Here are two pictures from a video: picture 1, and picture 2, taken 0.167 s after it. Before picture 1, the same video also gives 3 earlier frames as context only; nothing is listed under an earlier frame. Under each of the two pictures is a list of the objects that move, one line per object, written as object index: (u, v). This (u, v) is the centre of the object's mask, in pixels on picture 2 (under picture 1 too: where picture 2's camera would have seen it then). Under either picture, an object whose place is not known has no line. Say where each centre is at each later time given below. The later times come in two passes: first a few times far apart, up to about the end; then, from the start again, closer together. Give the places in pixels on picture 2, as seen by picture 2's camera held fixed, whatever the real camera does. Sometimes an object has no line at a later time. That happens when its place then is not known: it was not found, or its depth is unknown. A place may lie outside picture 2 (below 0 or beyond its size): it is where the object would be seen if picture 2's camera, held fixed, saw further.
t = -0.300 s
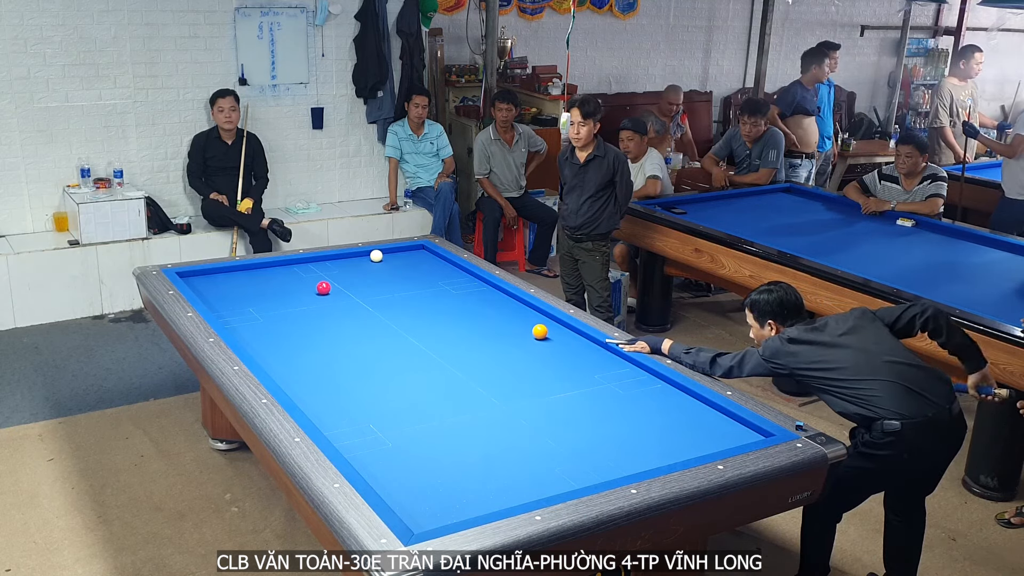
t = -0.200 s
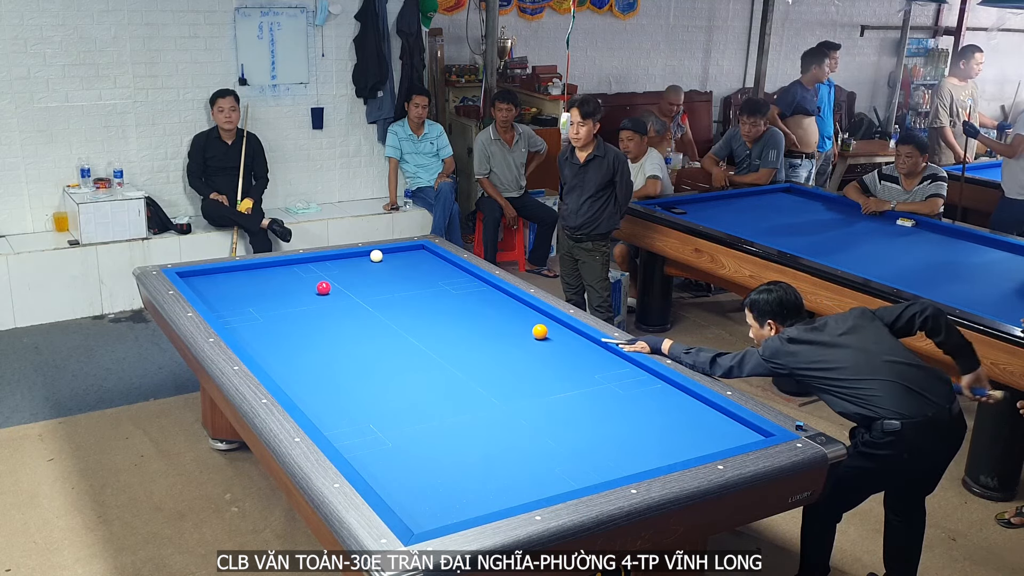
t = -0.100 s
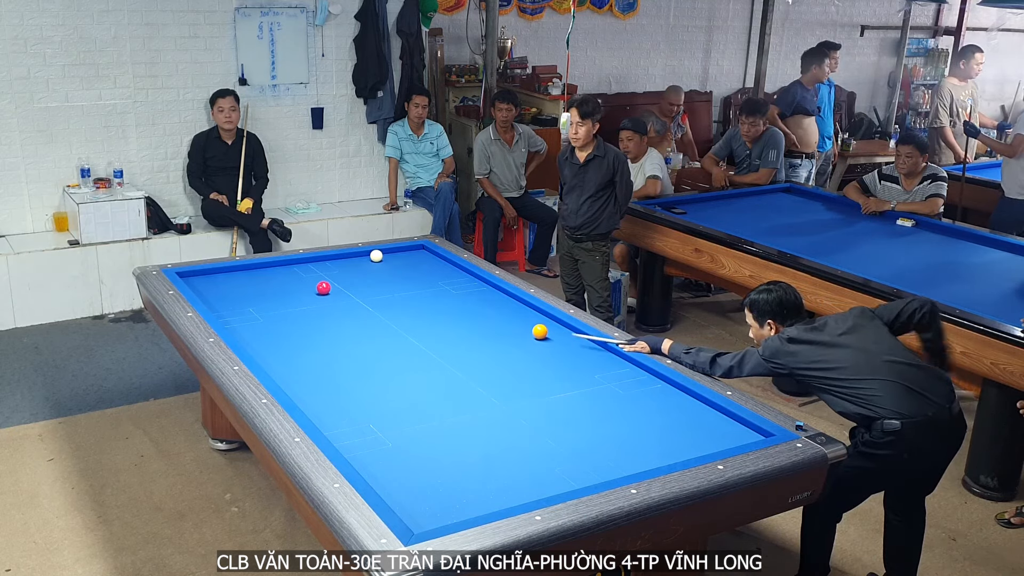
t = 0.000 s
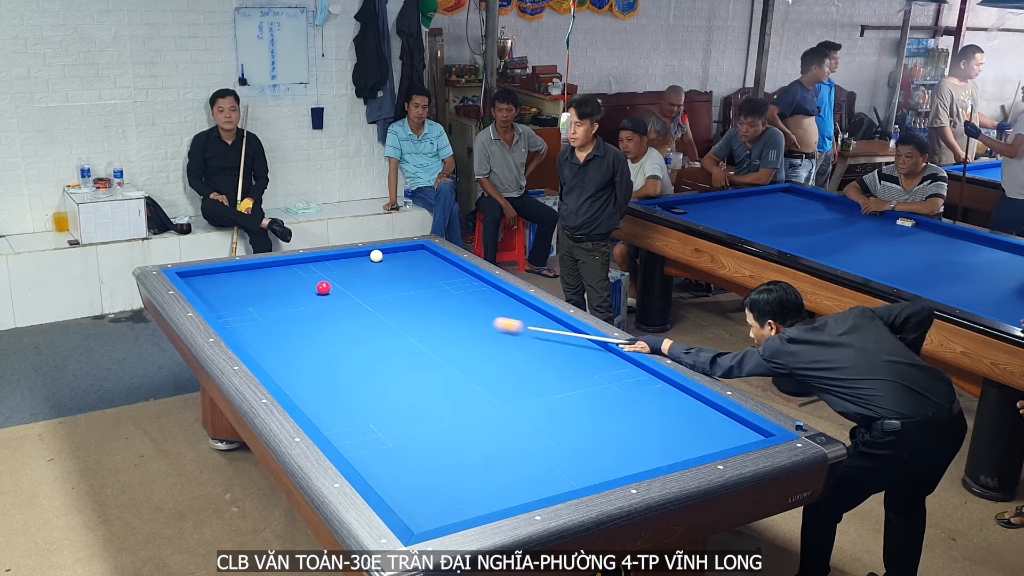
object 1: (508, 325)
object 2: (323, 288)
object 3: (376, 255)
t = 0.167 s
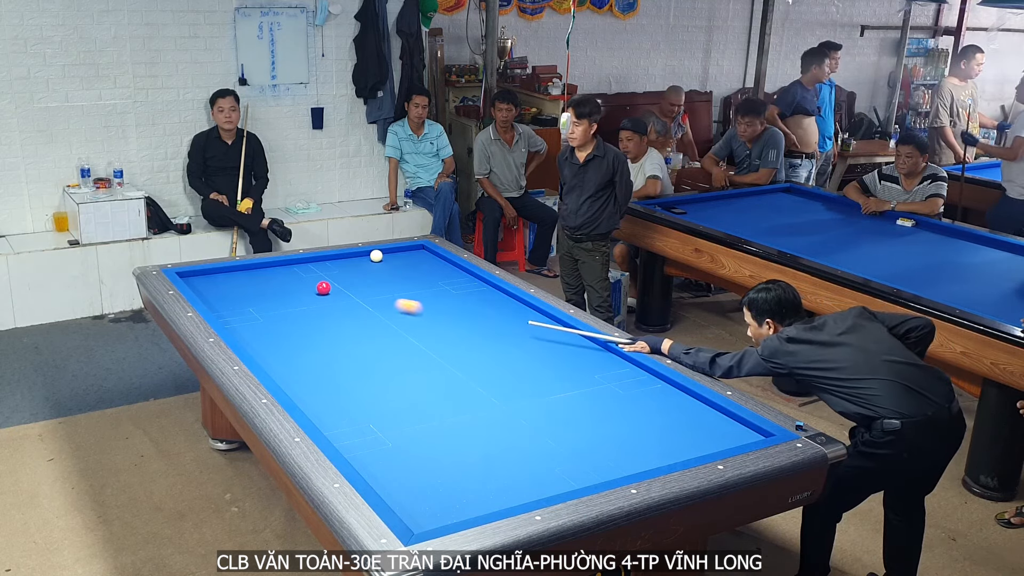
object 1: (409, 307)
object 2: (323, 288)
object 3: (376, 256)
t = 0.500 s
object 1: (269, 298)
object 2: (289, 266)
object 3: (376, 255)
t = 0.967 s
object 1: (270, 286)
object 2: (317, 296)
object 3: (376, 255)
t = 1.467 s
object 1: (332, 266)
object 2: (357, 338)
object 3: (376, 256)
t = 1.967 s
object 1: (372, 254)
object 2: (407, 389)
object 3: (390, 255)
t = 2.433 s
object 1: (403, 257)
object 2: (464, 448)
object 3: (418, 255)
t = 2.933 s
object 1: (433, 260)
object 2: (491, 482)
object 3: (428, 254)
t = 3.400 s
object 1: (446, 264)
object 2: (442, 446)
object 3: (421, 259)
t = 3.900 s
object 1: (443, 270)
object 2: (400, 414)
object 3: (412, 261)
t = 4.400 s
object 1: (440, 276)
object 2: (366, 386)
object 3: (406, 264)
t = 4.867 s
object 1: (438, 280)
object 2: (338, 364)
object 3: (400, 265)
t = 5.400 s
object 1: (435, 284)
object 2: (311, 342)
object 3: (396, 267)
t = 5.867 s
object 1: (433, 287)
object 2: (290, 326)
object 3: (393, 267)
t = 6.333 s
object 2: (271, 311)
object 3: (393, 268)
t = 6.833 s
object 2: (253, 297)
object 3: (393, 268)
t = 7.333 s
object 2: (238, 285)
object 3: (393, 268)
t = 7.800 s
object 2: (224, 275)
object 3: (393, 268)
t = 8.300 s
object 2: (221, 273)
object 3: (393, 268)
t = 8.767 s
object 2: (225, 278)
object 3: (393, 268)
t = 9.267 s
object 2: (228, 283)
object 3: (393, 268)
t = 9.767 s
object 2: (231, 287)
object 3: (393, 268)
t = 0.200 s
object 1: (390, 303)
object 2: (323, 288)
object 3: (376, 256)
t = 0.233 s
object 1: (372, 300)
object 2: (323, 288)
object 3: (376, 256)
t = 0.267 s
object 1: (354, 296)
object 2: (323, 288)
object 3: (376, 255)
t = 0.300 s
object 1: (339, 293)
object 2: (323, 288)
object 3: (376, 256)
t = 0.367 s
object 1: (313, 293)
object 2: (313, 280)
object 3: (376, 255)
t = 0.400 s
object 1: (302, 295)
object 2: (306, 277)
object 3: (376, 255)
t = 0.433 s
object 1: (291, 296)
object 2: (300, 273)
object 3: (376, 255)
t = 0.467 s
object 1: (280, 297)
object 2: (294, 269)
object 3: (376, 255)
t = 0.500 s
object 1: (269, 298)
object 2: (289, 266)
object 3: (376, 255)
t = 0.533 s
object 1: (258, 298)
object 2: (284, 263)
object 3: (376, 255)
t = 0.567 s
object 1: (246, 299)
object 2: (285, 264)
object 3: (376, 255)
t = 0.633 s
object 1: (222, 300)
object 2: (291, 270)
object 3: (376, 255)
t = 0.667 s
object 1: (211, 300)
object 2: (294, 273)
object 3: (376, 255)
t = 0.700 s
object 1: (212, 299)
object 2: (297, 276)
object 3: (376, 256)
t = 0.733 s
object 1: (221, 297)
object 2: (299, 278)
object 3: (376, 256)
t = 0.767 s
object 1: (229, 296)
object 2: (302, 281)
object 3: (376, 256)
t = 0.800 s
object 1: (237, 294)
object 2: (305, 284)
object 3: (376, 255)
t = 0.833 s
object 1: (245, 292)
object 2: (307, 286)
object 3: (376, 256)
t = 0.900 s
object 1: (258, 289)
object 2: (312, 291)
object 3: (376, 255)
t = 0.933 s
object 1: (264, 287)
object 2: (314, 294)
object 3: (376, 256)
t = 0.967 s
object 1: (270, 286)
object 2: (317, 296)
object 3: (376, 255)
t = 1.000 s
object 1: (275, 284)
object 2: (319, 299)
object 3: (376, 256)
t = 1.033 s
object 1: (280, 283)
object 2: (322, 301)
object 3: (376, 255)
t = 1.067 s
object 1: (285, 282)
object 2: (324, 304)
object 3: (376, 256)
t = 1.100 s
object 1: (289, 280)
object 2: (327, 306)
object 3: (376, 256)
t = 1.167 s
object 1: (297, 278)
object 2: (332, 312)
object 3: (376, 256)
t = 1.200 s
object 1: (301, 276)
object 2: (335, 315)
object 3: (376, 256)
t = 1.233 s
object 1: (305, 275)
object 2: (337, 317)
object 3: (376, 256)
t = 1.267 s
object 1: (309, 274)
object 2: (340, 320)
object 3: (376, 256)
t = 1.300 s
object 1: (313, 272)
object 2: (343, 323)
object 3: (376, 256)
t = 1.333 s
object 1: (317, 271)
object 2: (346, 326)
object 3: (376, 256)
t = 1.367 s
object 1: (321, 270)
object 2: (349, 329)
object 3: (376, 256)
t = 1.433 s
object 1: (328, 267)
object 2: (354, 335)
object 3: (376, 256)
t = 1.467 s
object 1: (332, 266)
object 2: (357, 338)
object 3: (376, 256)
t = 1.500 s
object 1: (335, 265)
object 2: (360, 341)
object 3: (376, 256)
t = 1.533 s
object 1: (339, 264)
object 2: (363, 344)
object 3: (376, 256)
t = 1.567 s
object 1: (343, 263)
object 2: (366, 347)
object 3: (376, 256)
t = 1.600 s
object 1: (346, 262)
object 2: (370, 350)
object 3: (376, 256)
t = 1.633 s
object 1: (350, 260)
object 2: (373, 354)
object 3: (376, 256)
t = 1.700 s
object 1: (356, 258)
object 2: (379, 360)
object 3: (376, 256)
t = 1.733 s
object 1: (360, 257)
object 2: (383, 363)
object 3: (376, 255)
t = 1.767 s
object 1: (363, 256)
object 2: (386, 367)
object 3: (376, 256)
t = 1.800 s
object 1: (364, 255)
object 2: (389, 370)
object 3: (379, 256)
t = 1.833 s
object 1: (364, 254)
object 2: (393, 374)
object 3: (381, 255)
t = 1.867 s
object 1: (365, 253)
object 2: (396, 378)
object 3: (384, 255)
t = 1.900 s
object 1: (367, 253)
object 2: (399, 381)
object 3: (386, 255)
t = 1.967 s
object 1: (372, 254)
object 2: (407, 389)
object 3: (390, 255)
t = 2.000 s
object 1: (374, 254)
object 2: (410, 393)
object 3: (392, 255)
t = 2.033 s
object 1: (377, 255)
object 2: (414, 397)
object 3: (394, 255)
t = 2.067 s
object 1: (379, 255)
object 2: (418, 401)
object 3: (396, 255)
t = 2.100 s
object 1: (381, 255)
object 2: (422, 404)
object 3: (399, 255)
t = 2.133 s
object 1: (383, 255)
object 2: (426, 408)
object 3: (401, 255)
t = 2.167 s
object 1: (385, 255)
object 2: (430, 412)
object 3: (403, 255)
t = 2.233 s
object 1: (389, 256)
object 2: (438, 421)
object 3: (407, 255)
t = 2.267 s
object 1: (392, 256)
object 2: (442, 426)
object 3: (409, 255)
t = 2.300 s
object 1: (394, 256)
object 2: (446, 430)
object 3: (411, 255)
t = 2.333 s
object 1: (396, 256)
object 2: (451, 435)
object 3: (413, 255)
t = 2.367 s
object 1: (398, 257)
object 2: (455, 439)
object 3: (415, 255)
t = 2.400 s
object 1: (400, 257)
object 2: (459, 444)
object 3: (417, 255)
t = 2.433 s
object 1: (403, 257)
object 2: (464, 448)
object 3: (418, 255)
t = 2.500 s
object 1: (407, 257)
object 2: (473, 458)
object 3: (422, 255)
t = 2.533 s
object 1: (409, 258)
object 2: (478, 463)
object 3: (424, 255)
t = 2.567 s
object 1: (411, 258)
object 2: (483, 469)
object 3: (426, 255)
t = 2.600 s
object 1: (413, 258)
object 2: (488, 474)
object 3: (428, 255)
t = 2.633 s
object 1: (415, 258)
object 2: (493, 479)
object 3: (430, 254)
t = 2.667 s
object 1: (417, 259)
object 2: (498, 484)
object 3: (432, 254)
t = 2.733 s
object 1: (421, 259)
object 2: (508, 495)
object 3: (434, 254)
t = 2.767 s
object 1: (422, 259)
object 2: (513, 498)
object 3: (433, 254)
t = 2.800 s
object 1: (425, 260)
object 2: (510, 497)
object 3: (433, 254)
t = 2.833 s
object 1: (427, 260)
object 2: (505, 494)
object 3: (433, 254)
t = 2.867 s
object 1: (429, 260)
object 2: (500, 490)
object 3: (432, 253)
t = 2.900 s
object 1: (431, 260)
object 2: (495, 486)
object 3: (430, 253)
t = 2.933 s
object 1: (433, 260)
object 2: (491, 482)
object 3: (428, 254)
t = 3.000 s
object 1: (437, 261)
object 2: (482, 476)
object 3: (427, 256)
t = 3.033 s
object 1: (439, 261)
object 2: (478, 473)
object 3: (427, 256)
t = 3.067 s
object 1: (441, 261)
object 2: (475, 470)
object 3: (427, 257)
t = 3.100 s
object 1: (442, 261)
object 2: (471, 468)
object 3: (426, 257)
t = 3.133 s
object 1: (445, 261)
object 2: (468, 465)
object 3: (426, 257)
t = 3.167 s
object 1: (446, 262)
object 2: (465, 463)
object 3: (425, 257)
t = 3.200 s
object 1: (447, 262)
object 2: (461, 460)
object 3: (424, 258)
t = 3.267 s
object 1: (446, 263)
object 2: (455, 455)
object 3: (423, 258)
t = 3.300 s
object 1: (446, 263)
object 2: (452, 453)
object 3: (422, 258)
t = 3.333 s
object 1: (446, 264)
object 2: (448, 450)
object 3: (422, 258)
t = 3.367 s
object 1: (446, 264)
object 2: (445, 448)
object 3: (421, 258)
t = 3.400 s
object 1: (446, 264)
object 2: (442, 446)
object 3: (421, 259)
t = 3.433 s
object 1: (445, 265)
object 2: (439, 443)
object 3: (420, 259)
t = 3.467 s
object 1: (445, 265)
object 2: (436, 441)
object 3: (420, 259)
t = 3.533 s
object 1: (445, 266)
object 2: (430, 437)
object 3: (418, 259)
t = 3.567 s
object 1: (445, 266)
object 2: (427, 434)
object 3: (418, 260)
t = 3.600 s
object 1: (444, 267)
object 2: (425, 432)
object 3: (417, 260)
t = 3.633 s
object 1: (444, 267)
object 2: (422, 430)
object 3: (417, 260)
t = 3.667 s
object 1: (444, 267)
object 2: (419, 428)
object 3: (416, 260)
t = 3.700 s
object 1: (444, 268)
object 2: (416, 426)
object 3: (416, 260)
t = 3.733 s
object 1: (444, 268)
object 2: (414, 424)
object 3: (415, 261)
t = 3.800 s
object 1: (443, 269)
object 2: (408, 420)
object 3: (414, 261)
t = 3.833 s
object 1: (443, 269)
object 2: (406, 417)
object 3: (414, 261)
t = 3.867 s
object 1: (443, 270)
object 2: (403, 415)
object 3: (413, 261)
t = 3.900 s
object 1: (443, 270)
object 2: (400, 414)
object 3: (412, 261)
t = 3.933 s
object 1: (442, 271)
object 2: (398, 411)
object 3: (412, 261)
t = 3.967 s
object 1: (442, 271)
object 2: (395, 410)
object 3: (411, 262)
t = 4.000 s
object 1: (442, 271)
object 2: (393, 408)
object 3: (411, 262)
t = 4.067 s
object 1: (442, 272)
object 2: (388, 404)
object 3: (410, 262)
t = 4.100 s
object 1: (442, 272)
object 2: (386, 402)
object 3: (410, 262)
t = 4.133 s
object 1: (441, 273)
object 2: (383, 400)
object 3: (409, 262)
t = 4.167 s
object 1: (441, 273)
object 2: (381, 398)
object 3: (409, 263)
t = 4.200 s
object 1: (441, 273)
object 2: (379, 397)
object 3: (408, 263)
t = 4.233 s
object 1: (441, 274)
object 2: (376, 395)
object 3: (408, 263)
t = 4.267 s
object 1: (441, 274)
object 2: (374, 393)
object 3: (407, 263)
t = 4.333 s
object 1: (441, 275)
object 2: (370, 390)
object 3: (407, 263)
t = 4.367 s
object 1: (440, 275)
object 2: (368, 388)
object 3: (406, 263)
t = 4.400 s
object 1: (440, 276)
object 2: (366, 386)
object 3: (406, 264)
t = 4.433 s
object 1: (440, 276)
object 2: (363, 384)
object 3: (405, 264)
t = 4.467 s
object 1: (440, 276)
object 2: (361, 383)
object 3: (405, 264)
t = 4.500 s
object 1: (440, 277)
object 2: (359, 381)
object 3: (404, 264)
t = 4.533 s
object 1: (439, 277)
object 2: (357, 380)
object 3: (404, 264)
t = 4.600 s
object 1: (439, 278)
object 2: (353, 377)
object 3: (403, 264)
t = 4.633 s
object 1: (439, 278)
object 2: (351, 375)
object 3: (403, 264)
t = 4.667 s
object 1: (439, 278)
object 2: (349, 373)
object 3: (403, 264)
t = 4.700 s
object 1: (438, 278)
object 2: (347, 372)
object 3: (402, 265)
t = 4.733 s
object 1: (438, 279)
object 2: (345, 370)
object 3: (402, 265)
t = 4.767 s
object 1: (438, 279)
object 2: (343, 369)
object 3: (401, 265)
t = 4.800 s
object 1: (438, 279)
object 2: (342, 367)
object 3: (401, 265)
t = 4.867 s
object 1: (438, 280)
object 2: (338, 364)
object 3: (400, 265)
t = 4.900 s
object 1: (437, 280)
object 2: (336, 363)
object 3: (400, 265)
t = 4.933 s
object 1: (437, 281)
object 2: (334, 361)
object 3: (400, 265)
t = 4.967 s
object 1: (437, 281)
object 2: (332, 360)
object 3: (400, 265)
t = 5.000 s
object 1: (437, 281)
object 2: (330, 358)
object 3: (399, 266)
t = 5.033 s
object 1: (437, 281)
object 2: (329, 357)
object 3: (399, 266)
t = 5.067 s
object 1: (437, 282)
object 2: (327, 356)
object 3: (399, 266)
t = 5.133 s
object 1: (436, 282)
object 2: (324, 353)
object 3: (398, 266)
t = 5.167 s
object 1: (436, 283)
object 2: (322, 351)
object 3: (398, 266)
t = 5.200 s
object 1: (436, 283)
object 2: (320, 350)
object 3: (398, 266)
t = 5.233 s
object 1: (436, 283)
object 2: (319, 348)
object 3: (397, 266)
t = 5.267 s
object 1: (436, 283)
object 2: (317, 347)
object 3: (397, 266)
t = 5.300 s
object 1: (436, 284)
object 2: (315, 346)
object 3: (397, 266)
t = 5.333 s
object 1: (435, 284)
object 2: (314, 345)
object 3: (396, 266)
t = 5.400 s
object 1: (435, 284)
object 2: (311, 342)
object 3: (396, 267)
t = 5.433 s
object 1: (435, 285)
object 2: (309, 341)
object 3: (396, 267)
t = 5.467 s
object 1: (435, 285)
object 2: (307, 340)
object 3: (396, 267)
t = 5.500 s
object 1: (435, 285)
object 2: (306, 338)
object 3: (395, 267)
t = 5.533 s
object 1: (435, 285)
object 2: (304, 337)
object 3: (395, 267)
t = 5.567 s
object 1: (434, 285)
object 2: (303, 336)
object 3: (395, 267)
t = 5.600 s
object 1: (434, 286)
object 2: (301, 335)
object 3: (395, 267)
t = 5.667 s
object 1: (434, 286)
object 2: (298, 333)
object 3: (394, 267)
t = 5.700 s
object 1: (434, 287)
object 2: (297, 332)
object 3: (394, 267)
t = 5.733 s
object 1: (434, 287)
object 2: (295, 330)
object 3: (394, 267)
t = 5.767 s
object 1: (434, 287)
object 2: (294, 329)
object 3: (394, 267)
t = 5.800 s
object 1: (434, 287)
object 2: (292, 328)
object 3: (394, 267)
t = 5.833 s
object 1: (433, 287)
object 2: (291, 327)
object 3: (394, 267)
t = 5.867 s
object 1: (433, 287)
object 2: (290, 326)
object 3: (393, 267)
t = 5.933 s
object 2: (287, 323)
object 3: (393, 267)
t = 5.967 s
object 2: (285, 322)
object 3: (393, 267)
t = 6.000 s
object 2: (284, 321)
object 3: (393, 268)
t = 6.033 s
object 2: (283, 320)
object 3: (393, 268)
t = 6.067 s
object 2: (281, 319)
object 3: (393, 268)
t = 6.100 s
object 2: (280, 318)
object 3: (393, 268)
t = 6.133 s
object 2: (279, 317)
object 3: (393, 268)
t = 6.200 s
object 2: (276, 315)
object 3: (393, 268)
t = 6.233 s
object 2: (275, 314)
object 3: (393, 268)
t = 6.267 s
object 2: (273, 313)
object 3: (393, 268)
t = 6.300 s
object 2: (272, 312)
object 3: (393, 268)
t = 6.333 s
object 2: (271, 311)
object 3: (393, 268)
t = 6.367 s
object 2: (270, 310)
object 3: (393, 268)
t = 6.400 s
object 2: (269, 309)
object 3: (393, 268)
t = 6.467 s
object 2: (266, 307)
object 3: (393, 268)
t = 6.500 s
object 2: (265, 306)
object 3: (393, 268)
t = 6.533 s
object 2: (264, 305)
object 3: (393, 268)
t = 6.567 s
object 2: (262, 304)
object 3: (393, 268)
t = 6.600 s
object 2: (261, 303)
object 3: (393, 268)
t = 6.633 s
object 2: (260, 303)
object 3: (393, 268)
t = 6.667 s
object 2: (259, 302)
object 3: (393, 268)
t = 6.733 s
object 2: (256, 300)
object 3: (393, 268)
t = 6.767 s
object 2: (255, 299)
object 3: (393, 268)
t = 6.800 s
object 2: (254, 298)
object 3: (393, 268)
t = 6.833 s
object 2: (253, 297)
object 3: (393, 268)
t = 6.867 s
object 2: (252, 296)
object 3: (393, 268)
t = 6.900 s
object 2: (251, 296)
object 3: (393, 268)
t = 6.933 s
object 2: (250, 295)
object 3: (393, 268)
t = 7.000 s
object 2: (248, 293)
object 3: (393, 268)
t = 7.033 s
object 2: (247, 292)
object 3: (393, 268)
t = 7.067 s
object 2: (246, 291)
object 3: (393, 268)
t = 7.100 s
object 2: (245, 291)
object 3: (393, 268)
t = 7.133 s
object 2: (243, 290)
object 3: (393, 268)
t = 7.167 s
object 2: (242, 289)
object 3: (393, 268)
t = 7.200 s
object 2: (241, 288)
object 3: (393, 268)
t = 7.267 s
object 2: (239, 287)
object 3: (393, 268)
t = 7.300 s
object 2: (238, 286)
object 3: (393, 268)
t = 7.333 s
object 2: (238, 285)
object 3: (393, 268)
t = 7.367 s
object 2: (236, 284)
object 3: (393, 268)
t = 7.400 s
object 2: (235, 284)
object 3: (393, 268)
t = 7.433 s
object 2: (234, 283)
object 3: (393, 268)
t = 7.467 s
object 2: (234, 282)
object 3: (393, 268)
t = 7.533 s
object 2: (232, 281)
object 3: (393, 268)
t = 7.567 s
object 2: (231, 280)
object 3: (393, 268)
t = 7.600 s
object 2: (230, 279)
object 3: (393, 268)
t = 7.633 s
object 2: (229, 278)
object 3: (393, 268)
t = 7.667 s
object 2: (228, 278)
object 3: (393, 268)
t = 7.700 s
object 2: (227, 277)
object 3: (393, 268)
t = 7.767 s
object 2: (225, 276)
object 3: (393, 268)
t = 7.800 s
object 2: (224, 275)
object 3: (393, 268)
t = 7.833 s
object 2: (224, 274)
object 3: (393, 268)
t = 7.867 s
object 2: (223, 274)
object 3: (393, 268)
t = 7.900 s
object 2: (222, 273)
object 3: (393, 268)
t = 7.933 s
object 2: (221, 272)
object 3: (393, 268)
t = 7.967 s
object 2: (220, 272)
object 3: (393, 268)
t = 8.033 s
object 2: (218, 271)
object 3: (393, 268)
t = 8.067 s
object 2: (219, 271)
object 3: (393, 268)
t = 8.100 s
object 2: (219, 271)
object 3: (393, 268)
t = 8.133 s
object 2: (219, 271)
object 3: (393, 268)
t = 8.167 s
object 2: (220, 272)
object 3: (393, 268)
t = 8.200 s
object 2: (220, 272)
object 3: (393, 268)
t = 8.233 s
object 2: (220, 272)
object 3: (393, 268)
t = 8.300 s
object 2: (221, 273)
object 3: (393, 268)
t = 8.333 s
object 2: (221, 274)
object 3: (393, 268)
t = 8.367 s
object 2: (222, 274)
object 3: (393, 268)
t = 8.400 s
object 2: (222, 274)
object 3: (393, 268)
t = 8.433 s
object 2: (222, 275)
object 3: (393, 268)
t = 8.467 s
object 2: (222, 275)
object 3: (393, 268)
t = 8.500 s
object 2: (223, 275)
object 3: (393, 268)
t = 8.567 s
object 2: (223, 276)
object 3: (393, 268)
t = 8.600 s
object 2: (223, 277)
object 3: (393, 268)
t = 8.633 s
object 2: (224, 277)
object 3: (393, 268)
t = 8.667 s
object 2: (224, 277)
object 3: (393, 268)
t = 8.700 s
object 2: (224, 278)
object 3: (393, 267)
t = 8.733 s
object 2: (224, 278)
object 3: (393, 268)
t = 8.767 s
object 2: (225, 278)
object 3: (393, 268)
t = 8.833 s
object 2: (225, 279)
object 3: (393, 267)
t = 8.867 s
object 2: (225, 280)
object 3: (393, 268)
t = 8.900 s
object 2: (226, 280)
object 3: (393, 268)
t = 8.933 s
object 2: (226, 280)
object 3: (393, 268)
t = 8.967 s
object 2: (226, 280)
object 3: (393, 268)
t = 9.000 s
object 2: (227, 281)
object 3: (393, 268)
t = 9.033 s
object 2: (227, 281)
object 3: (393, 268)
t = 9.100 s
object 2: (227, 282)
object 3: (393, 268)
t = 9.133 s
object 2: (227, 282)
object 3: (393, 268)
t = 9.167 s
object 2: (228, 282)
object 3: (393, 268)
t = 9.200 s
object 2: (228, 283)
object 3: (393, 268)
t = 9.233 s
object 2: (228, 283)
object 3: (393, 268)
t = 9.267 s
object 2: (228, 283)
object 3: (393, 268)
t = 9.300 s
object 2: (228, 283)
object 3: (393, 268)
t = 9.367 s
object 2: (229, 284)
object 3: (393, 268)
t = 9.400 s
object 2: (229, 284)
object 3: (393, 268)
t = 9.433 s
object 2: (229, 285)
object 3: (393, 268)
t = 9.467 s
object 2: (229, 285)
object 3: (393, 268)
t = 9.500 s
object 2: (230, 285)
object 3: (393, 268)
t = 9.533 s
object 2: (230, 285)
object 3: (393, 268)
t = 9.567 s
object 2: (230, 286)
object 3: (393, 268)
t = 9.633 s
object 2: (230, 286)
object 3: (393, 268)
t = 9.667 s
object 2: (231, 287)
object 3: (393, 268)
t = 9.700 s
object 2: (231, 287)
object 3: (393, 268)
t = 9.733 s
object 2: (231, 287)
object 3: (393, 268)
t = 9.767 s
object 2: (231, 287)
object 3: (393, 268)
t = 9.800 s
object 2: (231, 288)
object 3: (393, 268)
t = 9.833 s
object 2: (231, 288)
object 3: (393, 268)
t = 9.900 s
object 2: (232, 288)
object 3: (393, 268)
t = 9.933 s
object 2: (232, 289)
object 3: (393, 268)
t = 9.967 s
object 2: (232, 289)
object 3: (393, 268)
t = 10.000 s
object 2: (232, 289)
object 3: (393, 268)
